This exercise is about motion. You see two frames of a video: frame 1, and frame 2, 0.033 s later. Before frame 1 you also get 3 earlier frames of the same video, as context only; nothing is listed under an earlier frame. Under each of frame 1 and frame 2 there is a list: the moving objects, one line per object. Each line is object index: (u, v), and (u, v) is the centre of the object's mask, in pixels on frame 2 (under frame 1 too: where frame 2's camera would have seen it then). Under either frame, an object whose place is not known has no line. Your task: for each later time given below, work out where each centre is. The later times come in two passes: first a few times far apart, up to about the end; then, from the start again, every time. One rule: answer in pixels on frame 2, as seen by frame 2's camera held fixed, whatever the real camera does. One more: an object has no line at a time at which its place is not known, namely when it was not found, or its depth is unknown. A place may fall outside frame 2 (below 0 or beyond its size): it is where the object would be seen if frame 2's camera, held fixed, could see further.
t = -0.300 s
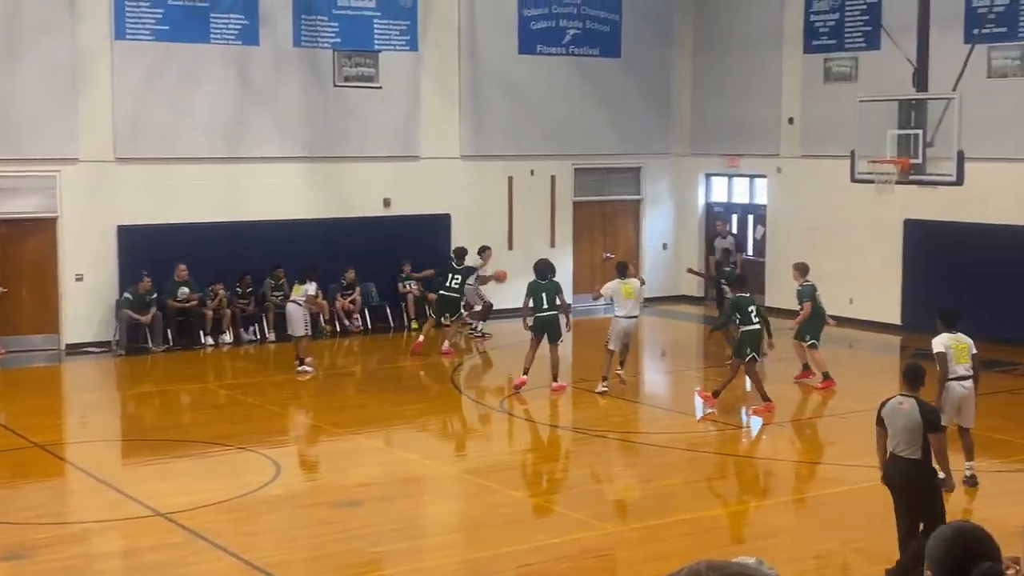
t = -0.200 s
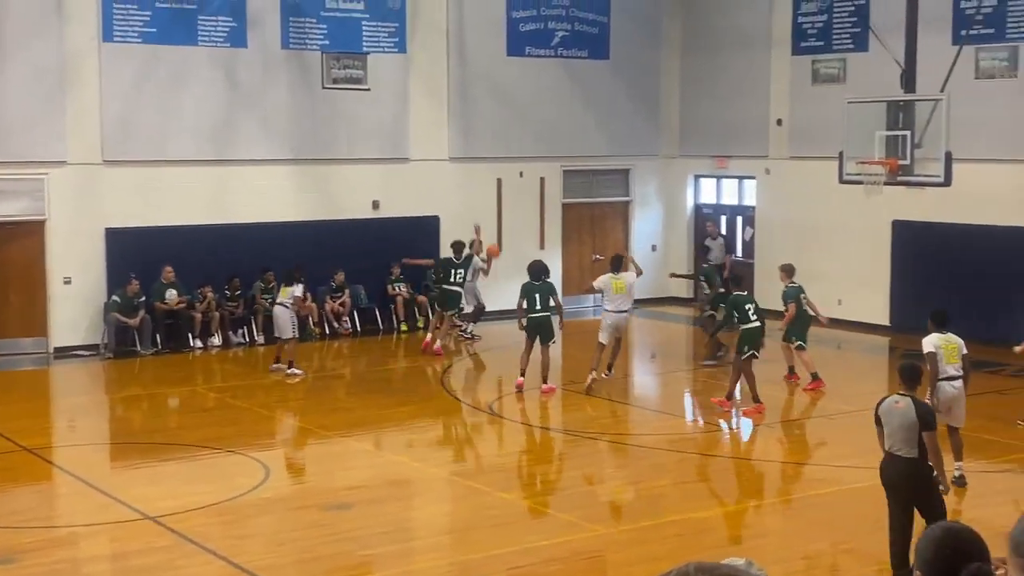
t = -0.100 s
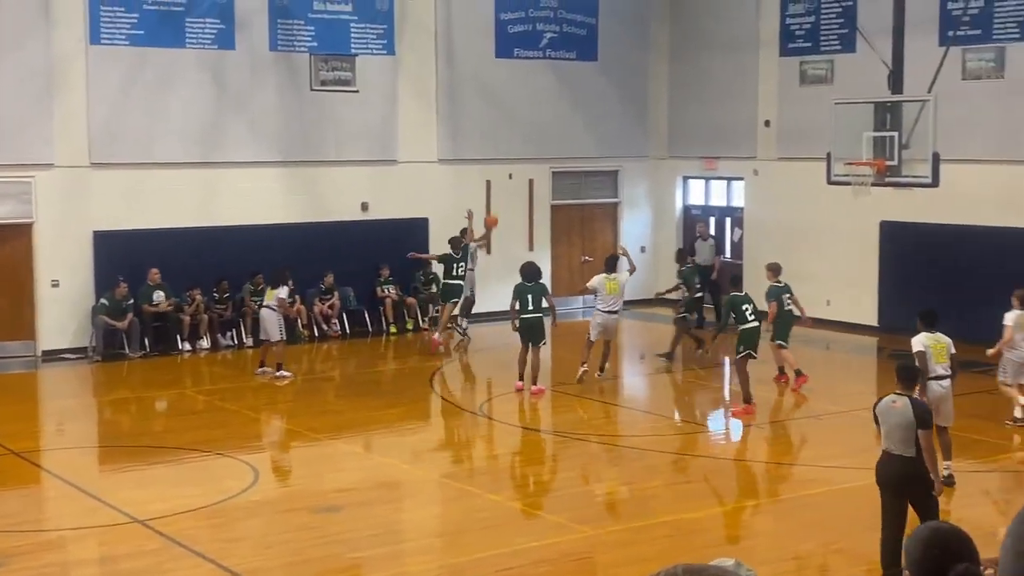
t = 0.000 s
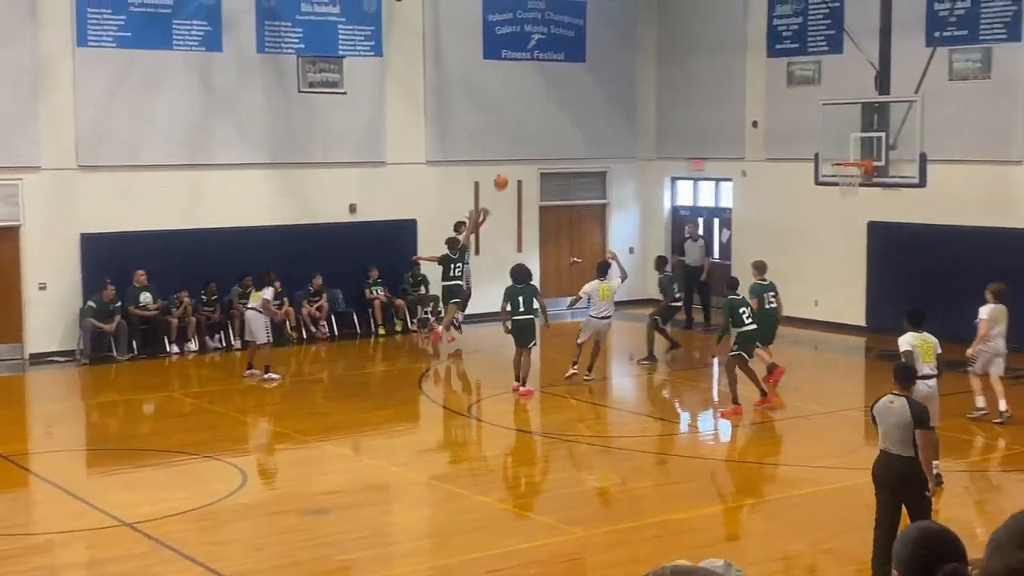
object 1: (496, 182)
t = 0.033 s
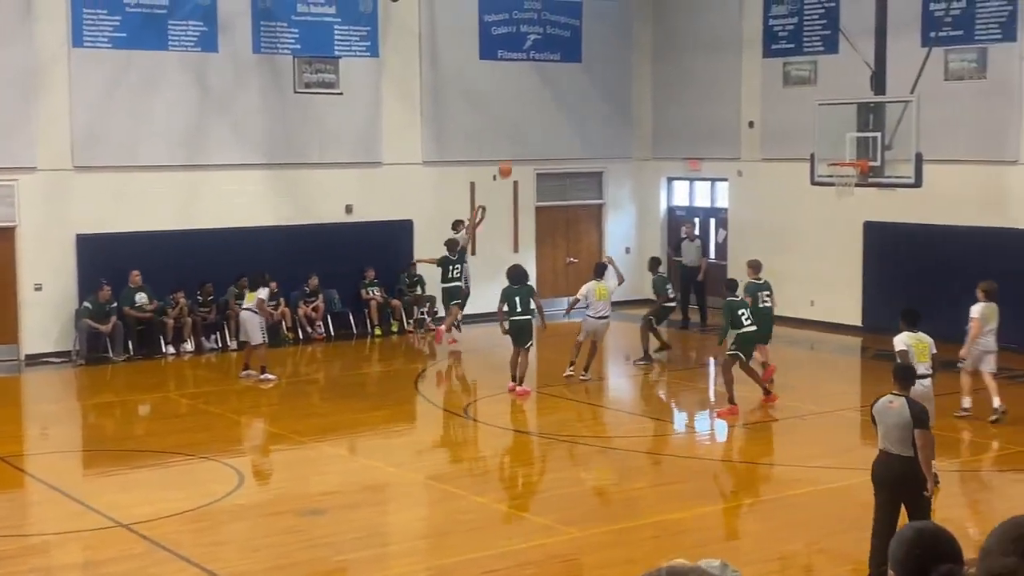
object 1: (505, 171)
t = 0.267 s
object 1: (562, 100)
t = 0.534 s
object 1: (631, 57)
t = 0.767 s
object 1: (695, 55)
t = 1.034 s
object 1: (771, 98)
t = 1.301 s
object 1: (813, 150)
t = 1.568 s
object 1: (766, 151)
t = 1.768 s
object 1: (730, 183)
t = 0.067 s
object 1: (512, 159)
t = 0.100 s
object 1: (521, 147)
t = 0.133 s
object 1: (529, 136)
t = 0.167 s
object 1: (537, 126)
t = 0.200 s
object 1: (546, 117)
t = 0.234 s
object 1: (554, 108)
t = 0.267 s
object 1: (562, 100)
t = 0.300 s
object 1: (571, 92)
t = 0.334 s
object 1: (579, 85)
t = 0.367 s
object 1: (588, 79)
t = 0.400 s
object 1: (597, 73)
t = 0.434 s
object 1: (605, 68)
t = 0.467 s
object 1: (614, 63)
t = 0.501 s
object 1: (623, 59)
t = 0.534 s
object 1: (631, 57)
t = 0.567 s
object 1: (641, 54)
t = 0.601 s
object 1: (650, 53)
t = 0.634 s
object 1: (658, 52)
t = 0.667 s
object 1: (668, 52)
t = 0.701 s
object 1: (677, 52)
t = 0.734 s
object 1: (686, 53)
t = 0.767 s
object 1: (695, 55)
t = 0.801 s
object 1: (704, 58)
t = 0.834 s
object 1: (714, 61)
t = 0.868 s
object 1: (723, 65)
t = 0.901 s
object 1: (733, 70)
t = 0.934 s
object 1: (742, 76)
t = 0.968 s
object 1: (752, 82)
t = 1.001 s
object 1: (761, 90)
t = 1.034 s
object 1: (771, 98)
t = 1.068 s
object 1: (781, 108)
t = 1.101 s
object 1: (790, 117)
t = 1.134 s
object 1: (800, 127)
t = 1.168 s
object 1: (810, 139)
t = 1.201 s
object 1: (819, 151)
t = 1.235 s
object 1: (824, 159)
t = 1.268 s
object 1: (819, 154)
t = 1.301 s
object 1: (813, 150)
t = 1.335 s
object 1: (807, 148)
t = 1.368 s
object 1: (801, 146)
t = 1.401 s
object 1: (795, 144)
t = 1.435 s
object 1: (790, 144)
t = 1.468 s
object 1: (783, 144)
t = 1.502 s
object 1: (777, 145)
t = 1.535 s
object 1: (771, 147)
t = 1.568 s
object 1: (766, 151)
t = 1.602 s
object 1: (759, 153)
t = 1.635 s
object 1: (753, 158)
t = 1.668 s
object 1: (747, 163)
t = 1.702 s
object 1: (741, 169)
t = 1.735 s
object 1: (735, 176)
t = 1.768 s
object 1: (730, 183)
